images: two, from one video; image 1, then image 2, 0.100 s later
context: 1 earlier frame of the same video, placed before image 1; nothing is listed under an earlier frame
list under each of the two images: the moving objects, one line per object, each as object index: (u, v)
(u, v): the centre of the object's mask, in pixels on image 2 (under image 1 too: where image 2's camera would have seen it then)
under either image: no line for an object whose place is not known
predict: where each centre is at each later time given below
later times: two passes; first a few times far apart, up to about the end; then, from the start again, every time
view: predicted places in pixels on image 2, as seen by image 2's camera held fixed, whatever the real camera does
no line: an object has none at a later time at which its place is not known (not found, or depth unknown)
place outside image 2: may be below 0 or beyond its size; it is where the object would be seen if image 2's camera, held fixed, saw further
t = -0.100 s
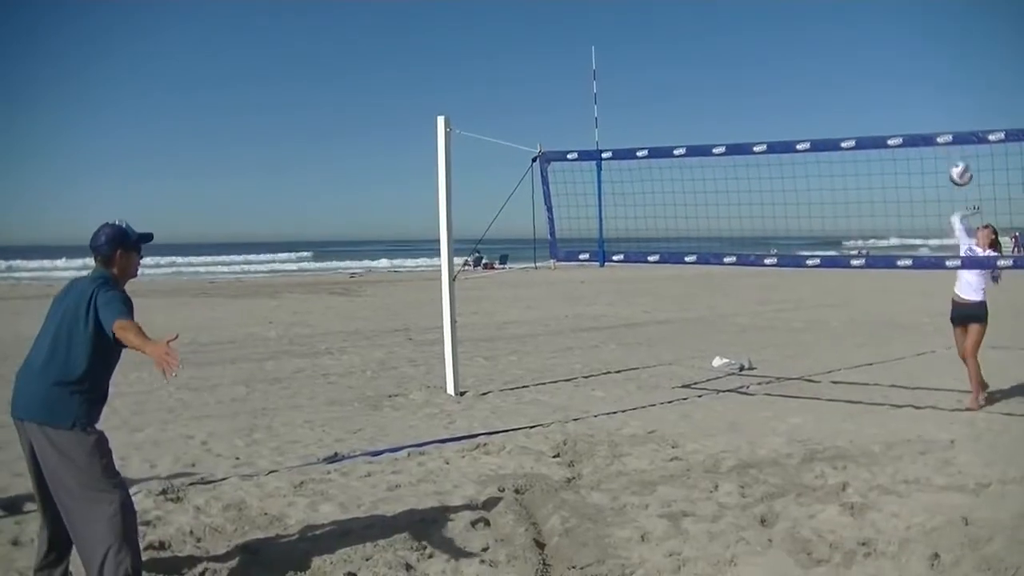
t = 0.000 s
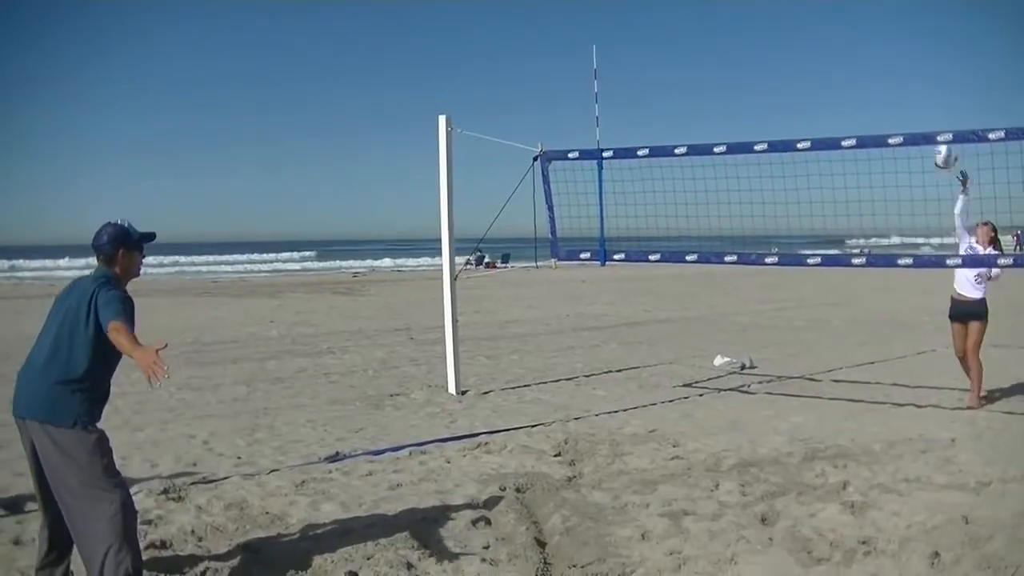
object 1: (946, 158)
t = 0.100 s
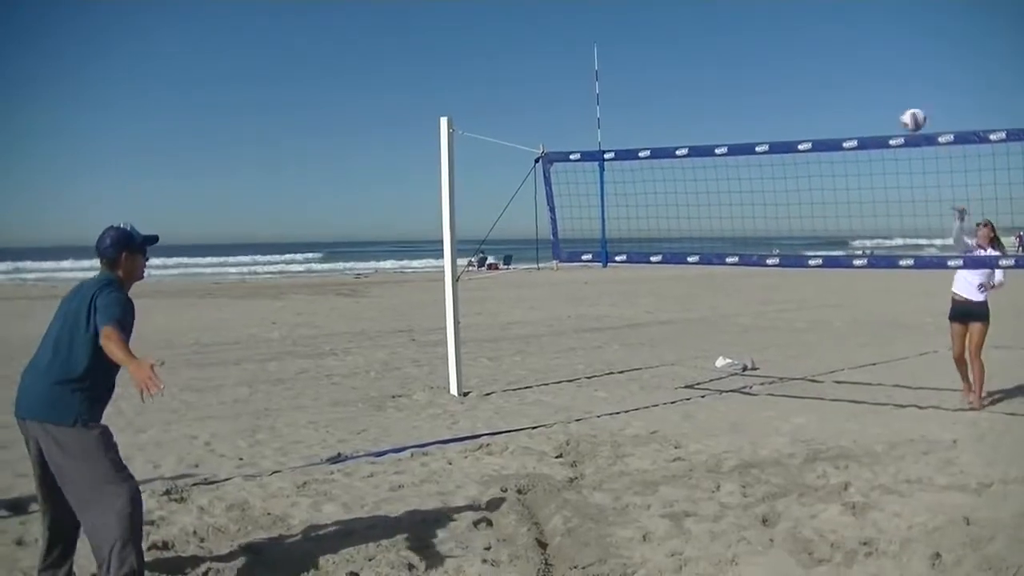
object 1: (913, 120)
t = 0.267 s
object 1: (846, 73)
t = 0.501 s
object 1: (728, 64)
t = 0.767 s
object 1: (530, 186)
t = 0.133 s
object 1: (901, 109)
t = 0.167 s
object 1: (888, 97)
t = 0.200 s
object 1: (875, 87)
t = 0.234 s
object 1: (861, 80)
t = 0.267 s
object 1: (846, 73)
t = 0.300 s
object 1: (831, 67)
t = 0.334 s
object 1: (816, 62)
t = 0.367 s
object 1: (800, 60)
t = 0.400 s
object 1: (783, 58)
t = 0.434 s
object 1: (765, 59)
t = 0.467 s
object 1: (747, 61)
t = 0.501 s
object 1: (728, 64)
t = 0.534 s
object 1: (707, 70)
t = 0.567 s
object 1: (686, 78)
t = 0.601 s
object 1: (664, 87)
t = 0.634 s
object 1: (640, 101)
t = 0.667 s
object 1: (615, 116)
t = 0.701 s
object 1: (588, 135)
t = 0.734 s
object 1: (560, 159)
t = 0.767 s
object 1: (530, 186)
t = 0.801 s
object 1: (498, 217)
